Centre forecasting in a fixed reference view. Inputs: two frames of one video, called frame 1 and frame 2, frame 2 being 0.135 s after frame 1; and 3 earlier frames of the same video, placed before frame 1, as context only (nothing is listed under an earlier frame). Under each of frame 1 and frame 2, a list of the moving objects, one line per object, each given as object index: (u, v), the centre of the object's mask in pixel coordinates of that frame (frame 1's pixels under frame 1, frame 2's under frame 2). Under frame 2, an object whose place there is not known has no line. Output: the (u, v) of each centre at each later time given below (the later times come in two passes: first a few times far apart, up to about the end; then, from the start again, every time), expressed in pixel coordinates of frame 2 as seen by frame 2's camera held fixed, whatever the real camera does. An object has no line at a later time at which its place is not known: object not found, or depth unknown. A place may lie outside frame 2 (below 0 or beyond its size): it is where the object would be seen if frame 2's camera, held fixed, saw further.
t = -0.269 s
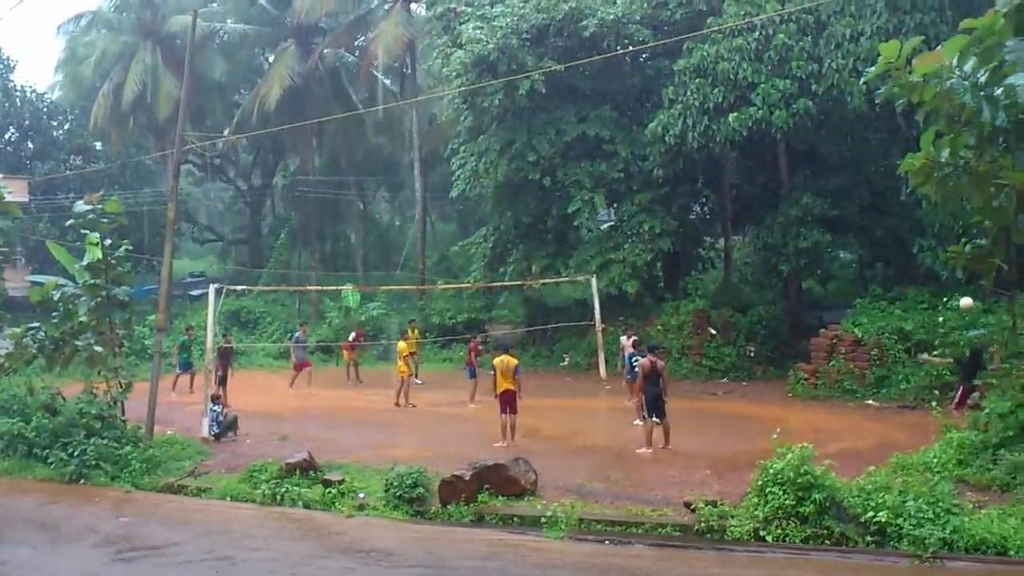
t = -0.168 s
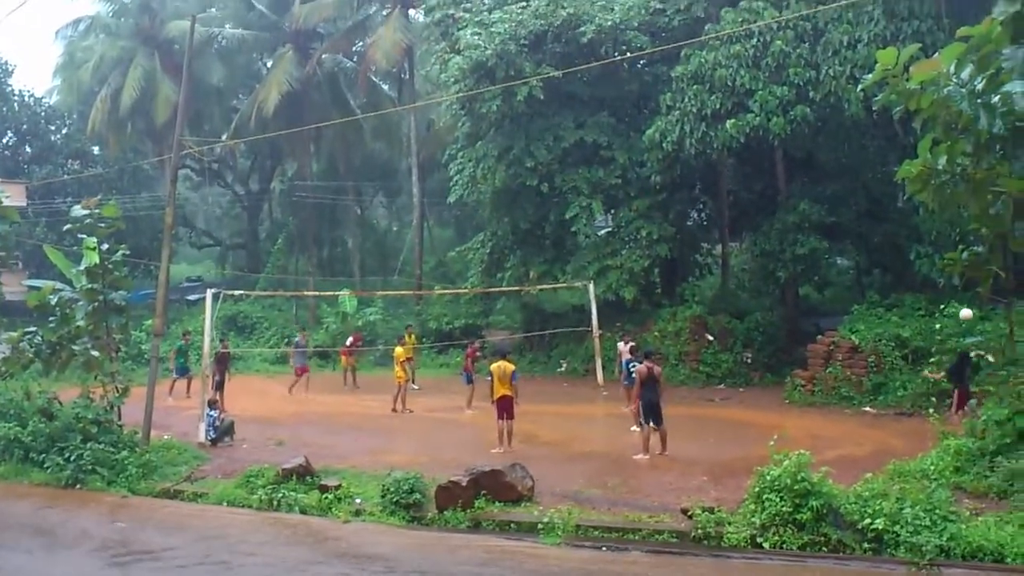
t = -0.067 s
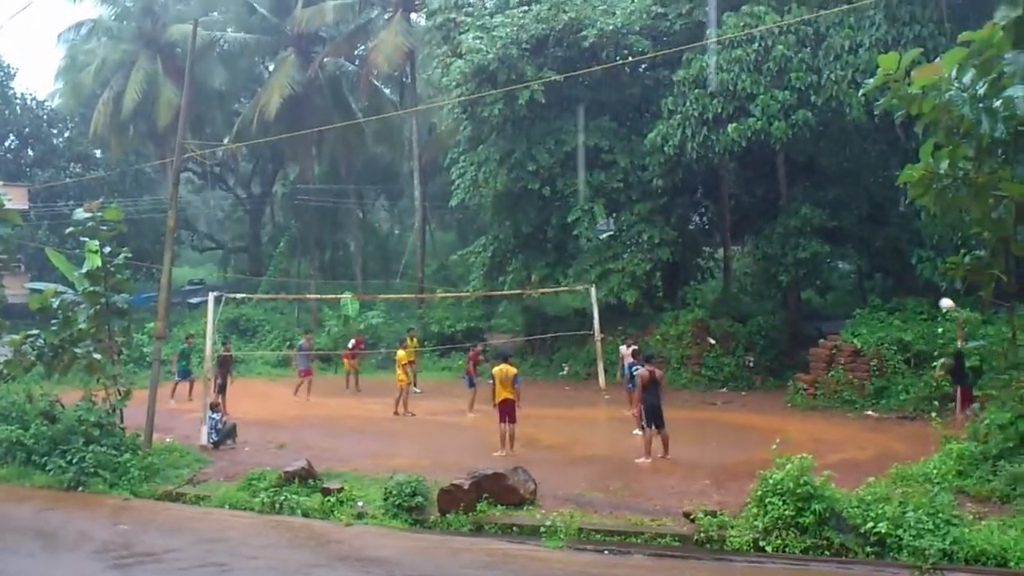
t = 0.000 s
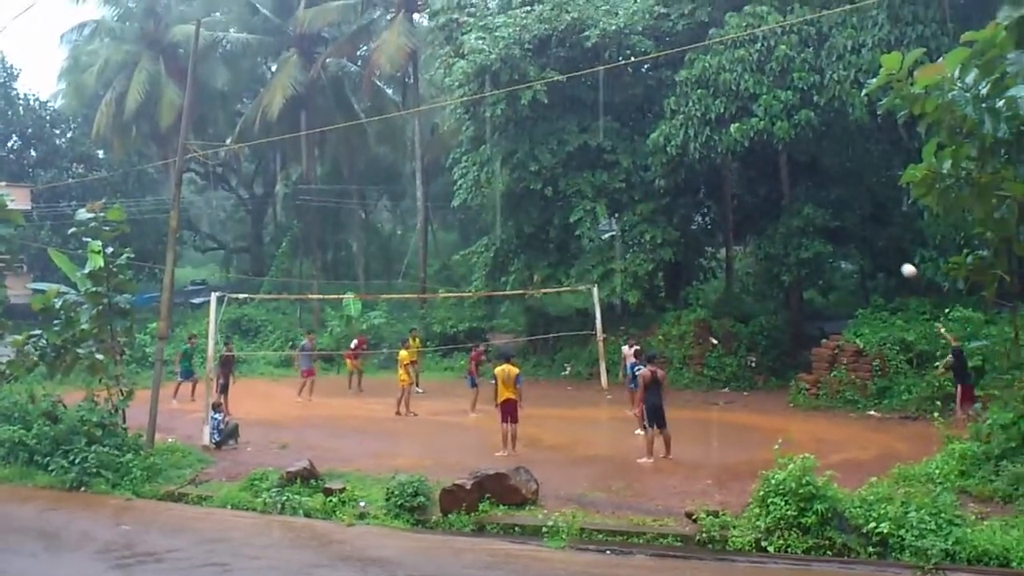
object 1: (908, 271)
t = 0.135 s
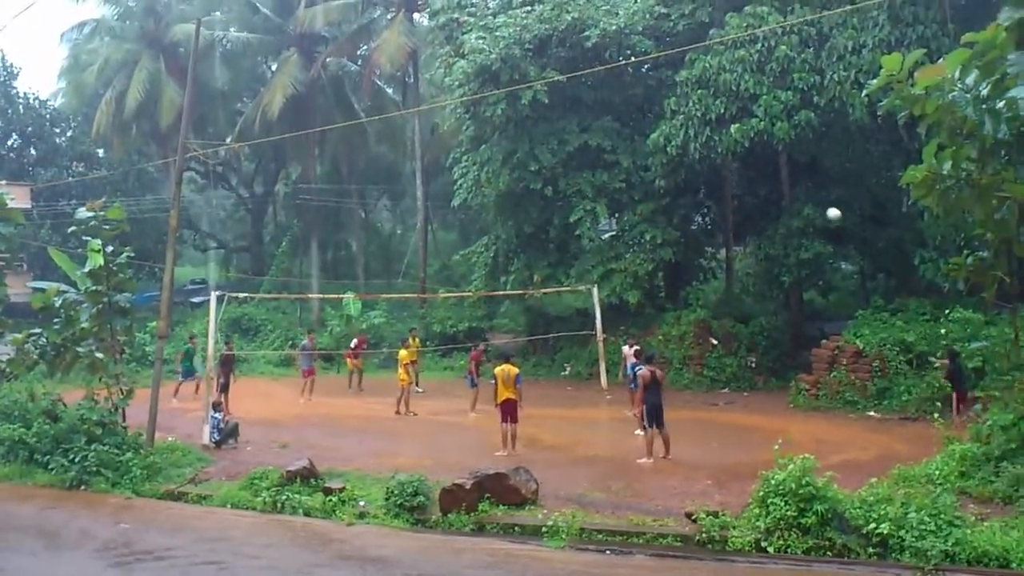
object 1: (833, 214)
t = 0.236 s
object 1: (782, 181)
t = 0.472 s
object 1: (676, 127)
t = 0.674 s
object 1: (599, 109)
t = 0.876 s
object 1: (532, 110)
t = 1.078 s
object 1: (473, 129)
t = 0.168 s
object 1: (816, 202)
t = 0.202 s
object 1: (798, 191)
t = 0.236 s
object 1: (782, 181)
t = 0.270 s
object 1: (766, 171)
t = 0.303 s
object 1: (749, 162)
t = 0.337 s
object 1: (734, 154)
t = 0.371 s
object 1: (719, 147)
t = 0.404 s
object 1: (705, 140)
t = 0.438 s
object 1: (690, 133)
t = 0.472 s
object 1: (676, 127)
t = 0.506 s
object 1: (663, 123)
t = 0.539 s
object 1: (649, 119)
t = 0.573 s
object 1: (636, 115)
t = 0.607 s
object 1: (624, 113)
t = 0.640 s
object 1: (611, 110)
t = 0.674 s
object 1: (599, 109)
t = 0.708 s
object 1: (587, 108)
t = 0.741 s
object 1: (576, 107)
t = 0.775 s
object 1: (565, 107)
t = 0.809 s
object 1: (554, 108)
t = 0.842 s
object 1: (543, 109)
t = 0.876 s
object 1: (532, 110)
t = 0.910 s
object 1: (522, 112)
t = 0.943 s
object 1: (512, 115)
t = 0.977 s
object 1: (502, 118)
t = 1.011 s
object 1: (493, 121)
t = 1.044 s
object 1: (483, 125)
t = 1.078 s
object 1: (473, 129)
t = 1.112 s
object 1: (464, 134)
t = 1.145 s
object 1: (455, 138)
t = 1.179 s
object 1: (446, 143)
